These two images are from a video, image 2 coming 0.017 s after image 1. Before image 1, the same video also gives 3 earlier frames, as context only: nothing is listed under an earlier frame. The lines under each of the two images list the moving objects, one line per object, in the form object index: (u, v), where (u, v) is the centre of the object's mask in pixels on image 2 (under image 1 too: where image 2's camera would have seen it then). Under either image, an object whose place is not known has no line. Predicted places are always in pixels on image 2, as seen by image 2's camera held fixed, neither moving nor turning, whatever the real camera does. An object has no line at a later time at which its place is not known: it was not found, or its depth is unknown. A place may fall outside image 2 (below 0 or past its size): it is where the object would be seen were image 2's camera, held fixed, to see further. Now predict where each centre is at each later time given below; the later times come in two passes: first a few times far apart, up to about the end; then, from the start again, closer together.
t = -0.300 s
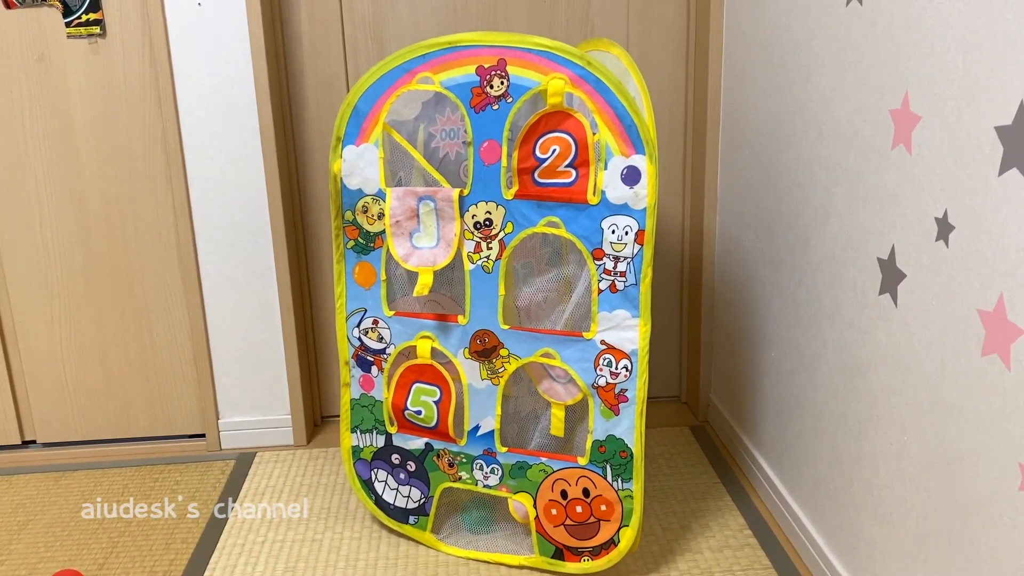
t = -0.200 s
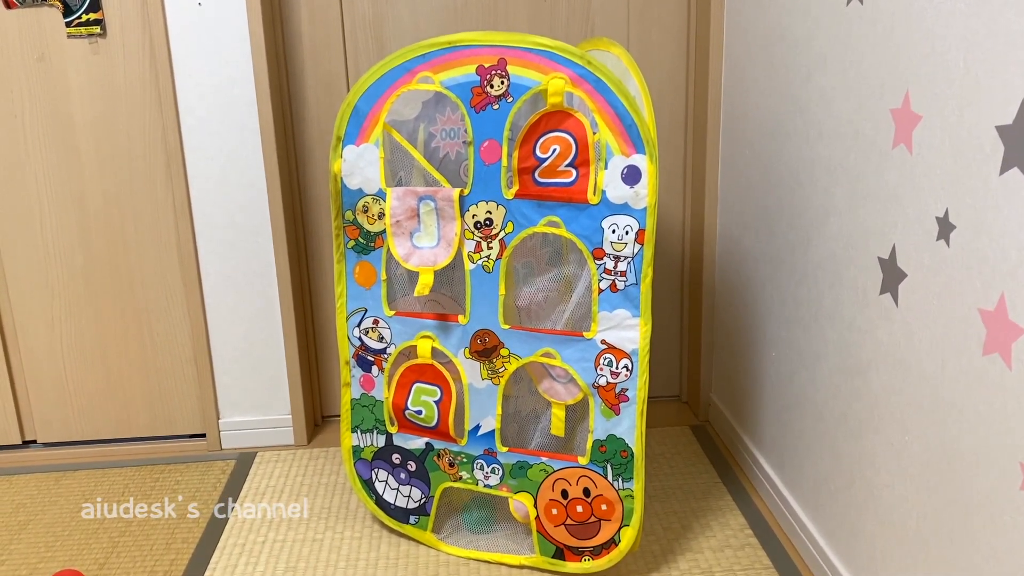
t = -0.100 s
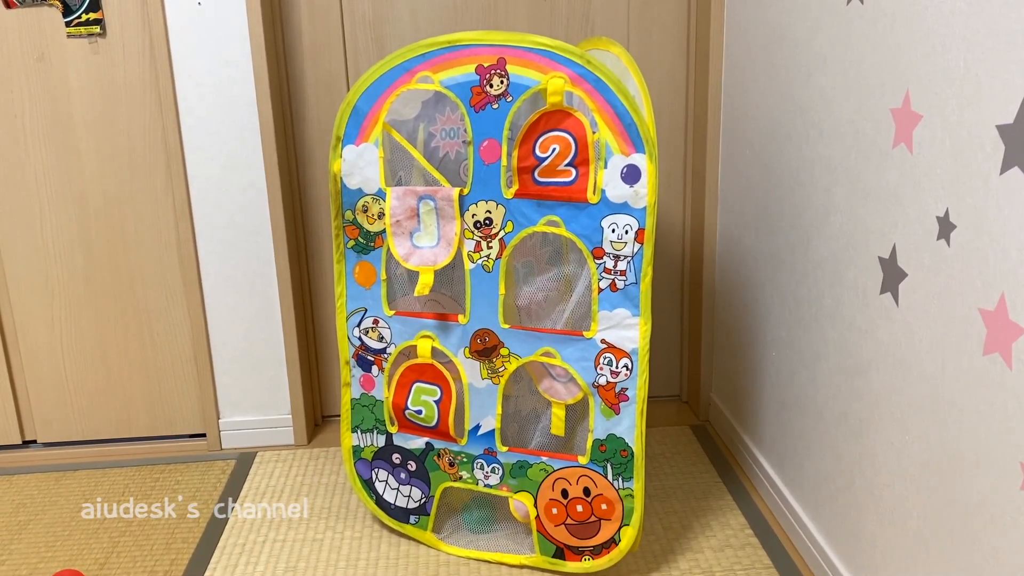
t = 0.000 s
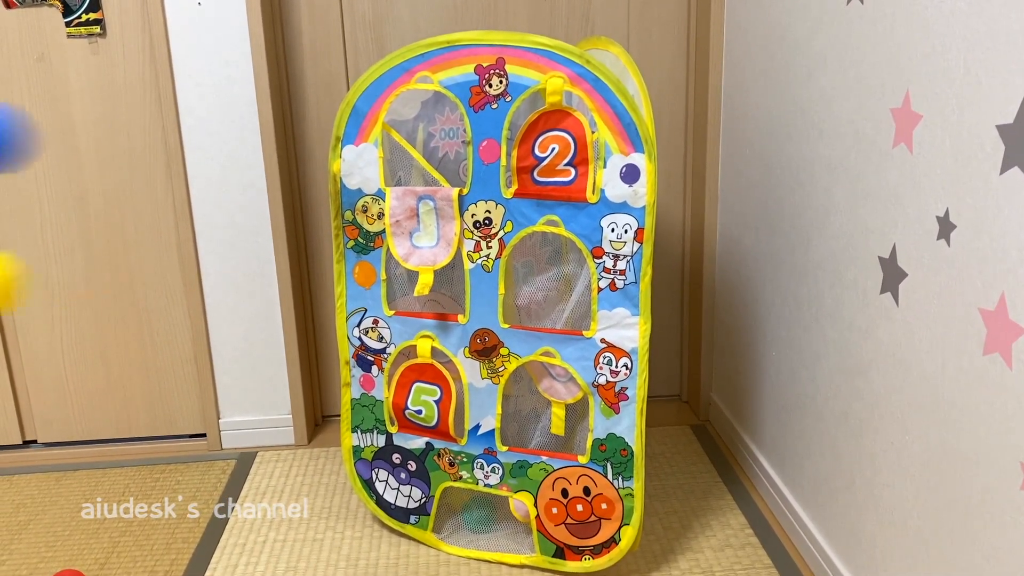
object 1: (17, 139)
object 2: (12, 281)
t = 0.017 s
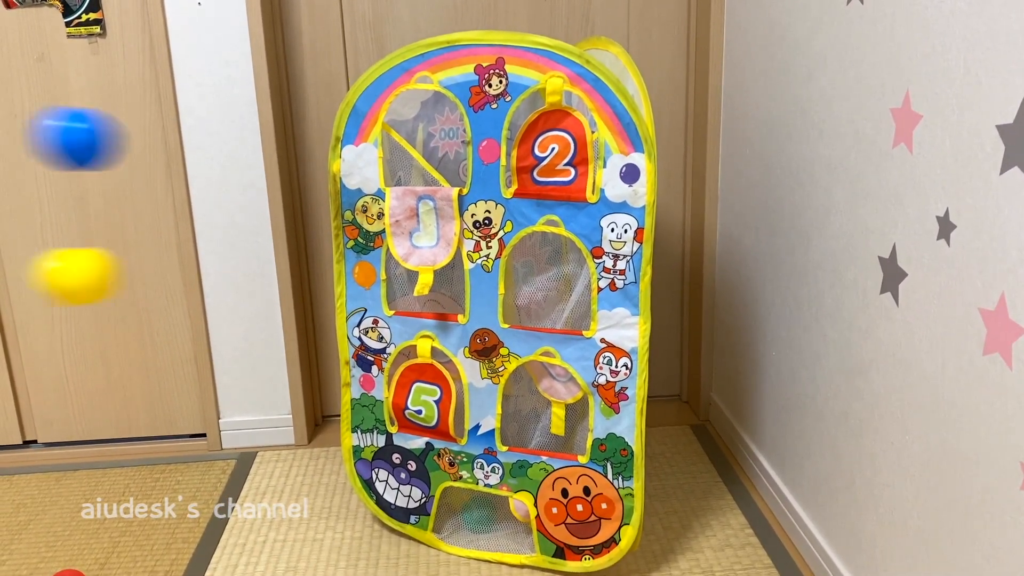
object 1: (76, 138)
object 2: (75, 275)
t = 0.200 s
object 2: (370, 389)
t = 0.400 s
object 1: (268, 489)
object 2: (406, 551)
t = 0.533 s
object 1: (173, 406)
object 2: (431, 562)
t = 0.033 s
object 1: (148, 142)
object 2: (154, 272)
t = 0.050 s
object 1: (206, 146)
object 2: (215, 274)
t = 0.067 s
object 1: (249, 152)
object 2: (266, 277)
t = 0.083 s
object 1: (285, 158)
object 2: (304, 283)
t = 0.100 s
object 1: (312, 165)
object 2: (334, 289)
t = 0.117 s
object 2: (354, 298)
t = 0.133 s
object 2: (358, 312)
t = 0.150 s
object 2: (361, 328)
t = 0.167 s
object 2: (364, 346)
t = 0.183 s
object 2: (366, 365)
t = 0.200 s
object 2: (370, 389)
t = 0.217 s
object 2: (373, 413)
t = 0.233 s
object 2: (377, 440)
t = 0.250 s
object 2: (380, 468)
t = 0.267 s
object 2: (385, 502)
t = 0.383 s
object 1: (276, 470)
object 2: (405, 558)
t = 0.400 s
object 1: (268, 489)
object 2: (406, 551)
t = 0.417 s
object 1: (254, 473)
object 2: (409, 545)
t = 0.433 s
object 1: (241, 459)
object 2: (411, 541)
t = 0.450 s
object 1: (230, 447)
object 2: (414, 540)
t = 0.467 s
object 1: (218, 436)
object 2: (417, 540)
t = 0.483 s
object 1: (206, 426)
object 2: (420, 543)
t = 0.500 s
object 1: (195, 418)
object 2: (423, 548)
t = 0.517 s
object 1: (184, 411)
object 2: (427, 555)
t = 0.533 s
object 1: (173, 406)
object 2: (431, 562)
